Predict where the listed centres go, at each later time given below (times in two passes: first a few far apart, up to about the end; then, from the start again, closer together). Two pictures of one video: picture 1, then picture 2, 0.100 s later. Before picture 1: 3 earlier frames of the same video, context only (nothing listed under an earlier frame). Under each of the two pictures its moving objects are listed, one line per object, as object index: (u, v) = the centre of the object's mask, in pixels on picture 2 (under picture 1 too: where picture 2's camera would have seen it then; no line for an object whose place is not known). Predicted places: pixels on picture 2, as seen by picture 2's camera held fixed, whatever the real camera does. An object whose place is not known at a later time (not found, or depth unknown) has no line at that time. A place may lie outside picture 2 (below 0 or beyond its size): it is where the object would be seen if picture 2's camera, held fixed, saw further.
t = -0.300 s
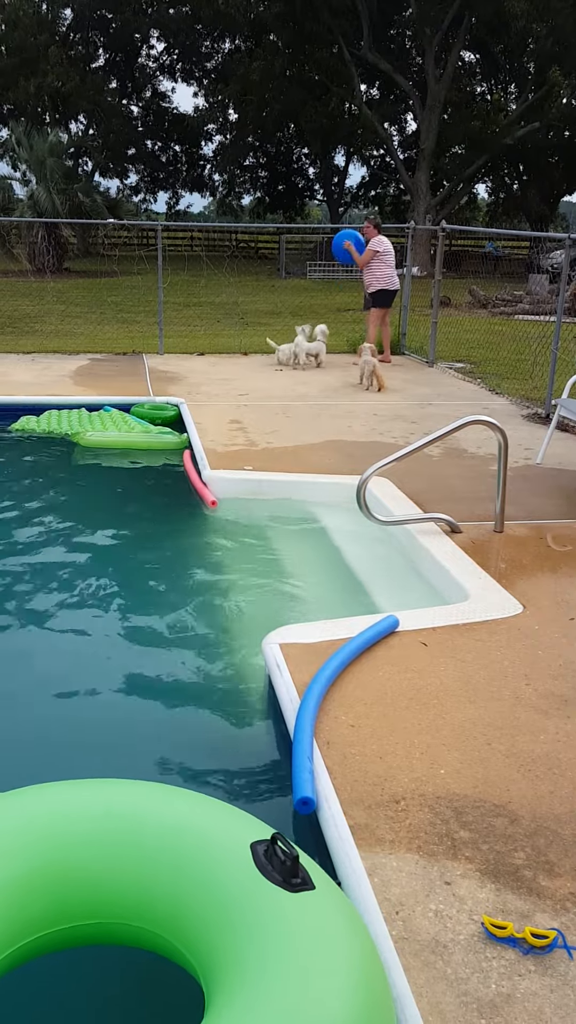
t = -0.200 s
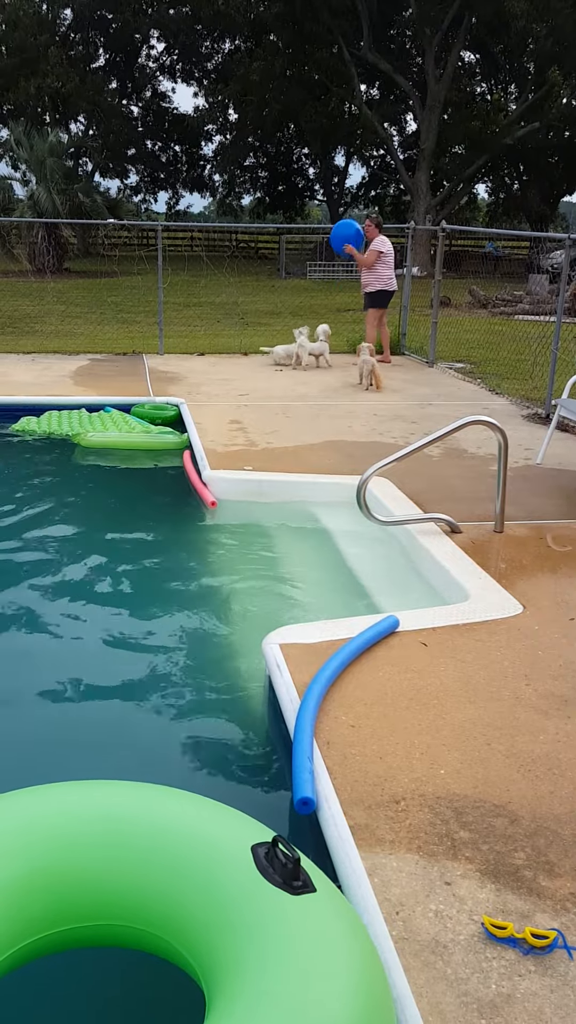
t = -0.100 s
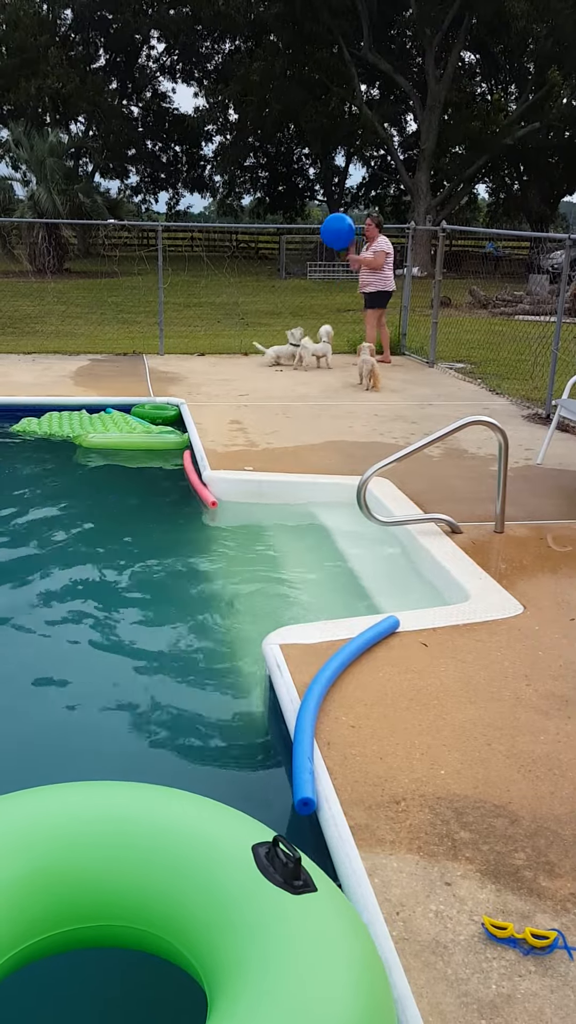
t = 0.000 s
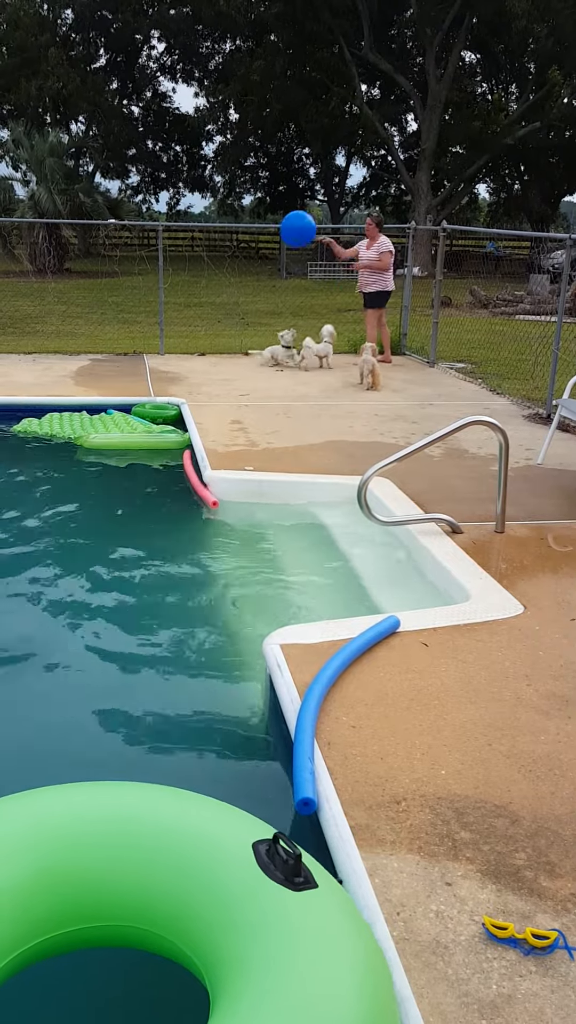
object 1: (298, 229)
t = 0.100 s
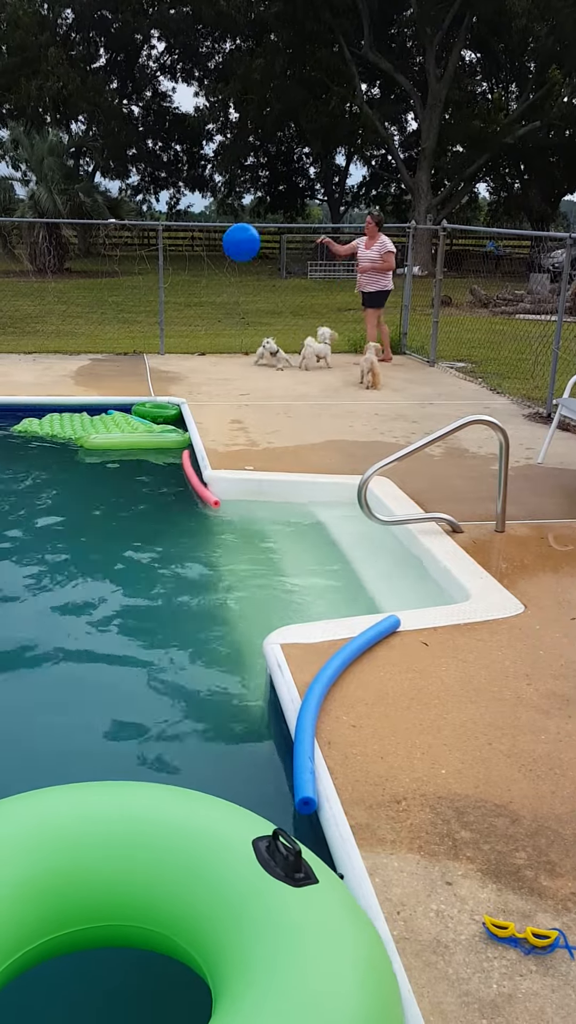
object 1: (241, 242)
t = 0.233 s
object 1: (171, 277)
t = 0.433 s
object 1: (73, 360)
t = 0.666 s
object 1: (19, 277)
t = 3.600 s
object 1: (2, 419)
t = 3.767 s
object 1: (17, 420)
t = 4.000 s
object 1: (36, 420)
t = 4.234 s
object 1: (53, 421)
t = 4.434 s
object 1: (65, 420)
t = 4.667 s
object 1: (72, 418)
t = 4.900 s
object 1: (68, 419)
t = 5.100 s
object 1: (63, 420)
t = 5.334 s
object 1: (59, 420)
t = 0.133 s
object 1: (223, 249)
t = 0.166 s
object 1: (206, 258)
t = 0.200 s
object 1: (188, 267)
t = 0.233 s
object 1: (171, 277)
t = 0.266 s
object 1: (153, 289)
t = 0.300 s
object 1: (136, 301)
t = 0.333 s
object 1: (119, 315)
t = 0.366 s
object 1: (102, 329)
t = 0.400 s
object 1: (87, 344)
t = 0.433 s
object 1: (73, 360)
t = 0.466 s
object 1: (65, 349)
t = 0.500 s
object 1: (57, 336)
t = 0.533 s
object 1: (49, 323)
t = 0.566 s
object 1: (41, 311)
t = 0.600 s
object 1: (33, 299)
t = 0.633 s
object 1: (27, 287)
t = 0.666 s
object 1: (19, 277)
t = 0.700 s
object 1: (12, 267)
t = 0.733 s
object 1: (5, 258)
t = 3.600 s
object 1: (2, 419)
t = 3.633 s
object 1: (5, 419)
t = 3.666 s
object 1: (8, 419)
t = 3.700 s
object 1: (11, 419)
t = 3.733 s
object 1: (14, 420)
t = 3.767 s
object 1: (17, 420)
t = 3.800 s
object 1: (20, 420)
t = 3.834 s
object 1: (23, 420)
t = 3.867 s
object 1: (25, 420)
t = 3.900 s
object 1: (28, 420)
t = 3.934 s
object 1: (31, 420)
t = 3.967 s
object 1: (34, 420)
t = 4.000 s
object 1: (36, 420)
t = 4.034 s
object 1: (39, 420)
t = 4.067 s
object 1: (41, 420)
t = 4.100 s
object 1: (44, 421)
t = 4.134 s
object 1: (46, 421)
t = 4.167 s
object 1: (48, 421)
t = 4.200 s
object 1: (51, 421)
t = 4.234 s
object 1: (53, 421)
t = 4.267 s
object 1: (55, 421)
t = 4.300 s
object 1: (57, 421)
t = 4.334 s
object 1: (59, 421)
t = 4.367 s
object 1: (61, 420)
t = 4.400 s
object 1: (63, 420)
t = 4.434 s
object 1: (65, 420)
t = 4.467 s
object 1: (67, 420)
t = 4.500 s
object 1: (69, 420)
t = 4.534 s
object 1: (70, 420)
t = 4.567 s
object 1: (70, 419)
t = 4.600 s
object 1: (71, 419)
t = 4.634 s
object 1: (71, 419)
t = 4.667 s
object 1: (72, 418)
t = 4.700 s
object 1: (72, 418)
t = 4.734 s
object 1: (72, 418)
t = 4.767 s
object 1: (71, 418)
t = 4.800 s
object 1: (71, 418)
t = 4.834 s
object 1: (70, 418)
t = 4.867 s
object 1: (69, 418)
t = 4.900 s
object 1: (68, 419)
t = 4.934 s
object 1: (67, 419)
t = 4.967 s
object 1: (66, 419)
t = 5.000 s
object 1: (65, 420)
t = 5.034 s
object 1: (65, 420)
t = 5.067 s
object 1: (64, 420)
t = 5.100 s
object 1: (63, 420)
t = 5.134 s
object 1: (63, 420)
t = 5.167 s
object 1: (62, 421)
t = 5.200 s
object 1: (61, 420)
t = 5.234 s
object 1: (61, 420)
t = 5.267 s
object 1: (60, 420)
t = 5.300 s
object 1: (60, 420)
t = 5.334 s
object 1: (59, 420)
